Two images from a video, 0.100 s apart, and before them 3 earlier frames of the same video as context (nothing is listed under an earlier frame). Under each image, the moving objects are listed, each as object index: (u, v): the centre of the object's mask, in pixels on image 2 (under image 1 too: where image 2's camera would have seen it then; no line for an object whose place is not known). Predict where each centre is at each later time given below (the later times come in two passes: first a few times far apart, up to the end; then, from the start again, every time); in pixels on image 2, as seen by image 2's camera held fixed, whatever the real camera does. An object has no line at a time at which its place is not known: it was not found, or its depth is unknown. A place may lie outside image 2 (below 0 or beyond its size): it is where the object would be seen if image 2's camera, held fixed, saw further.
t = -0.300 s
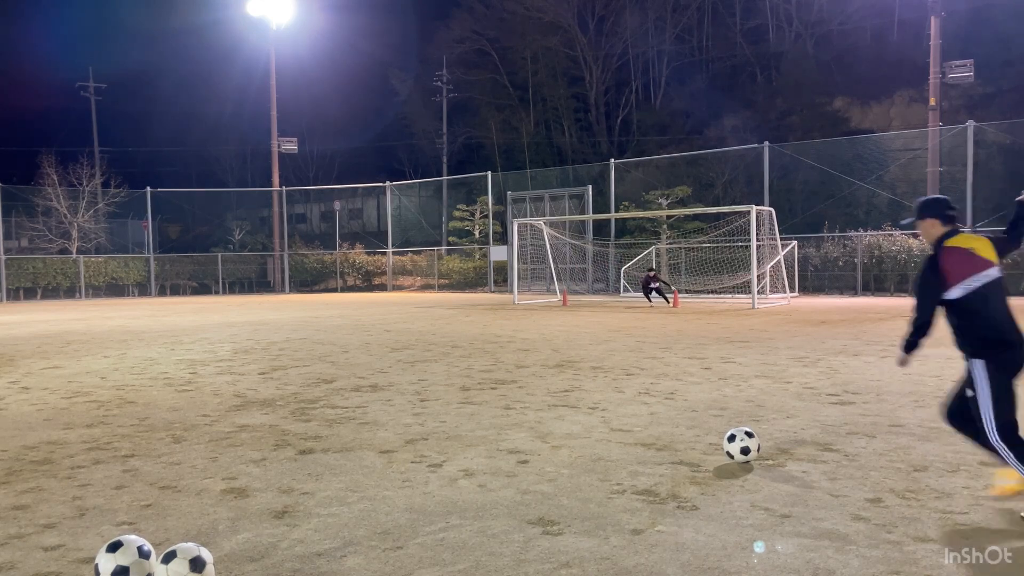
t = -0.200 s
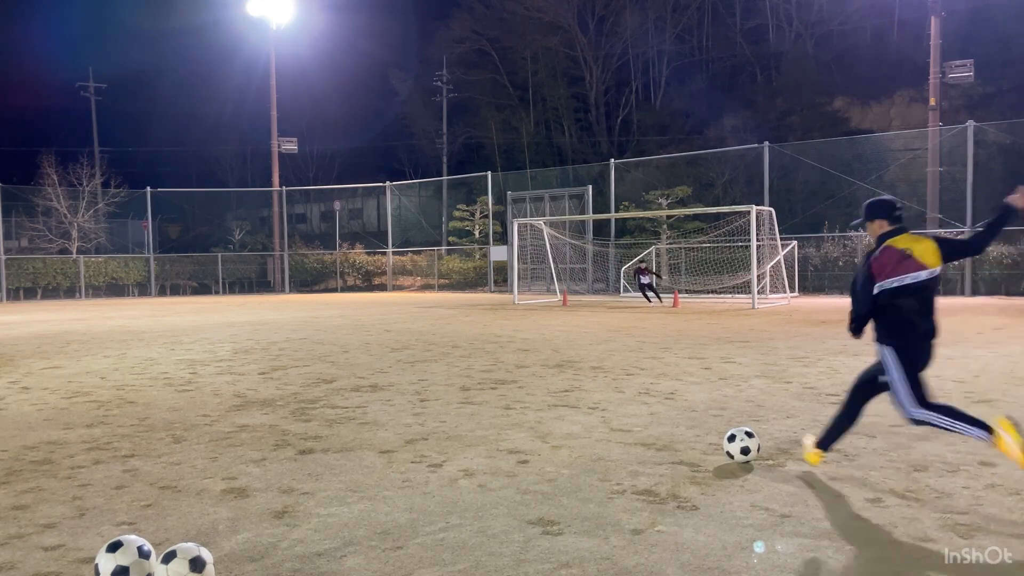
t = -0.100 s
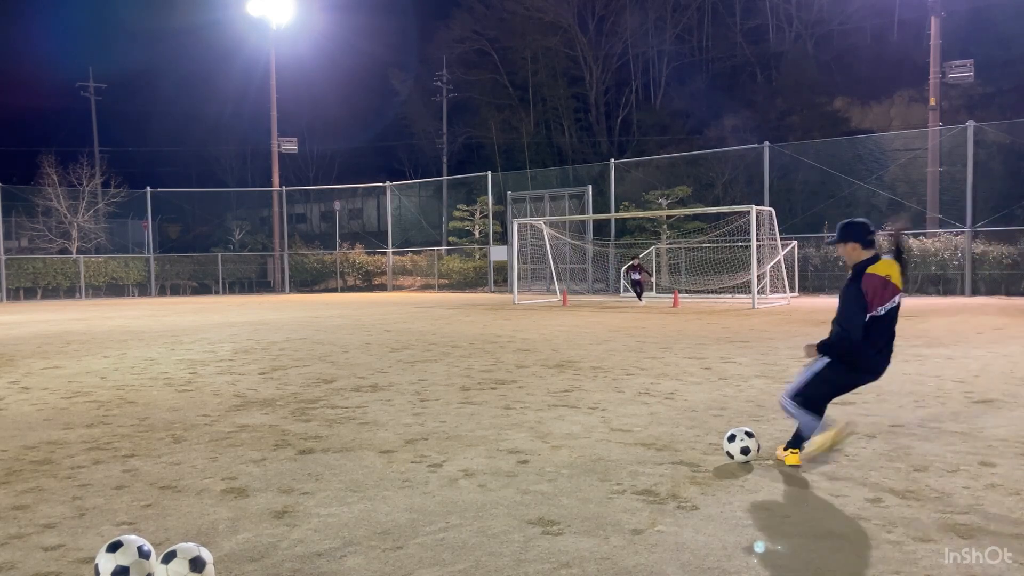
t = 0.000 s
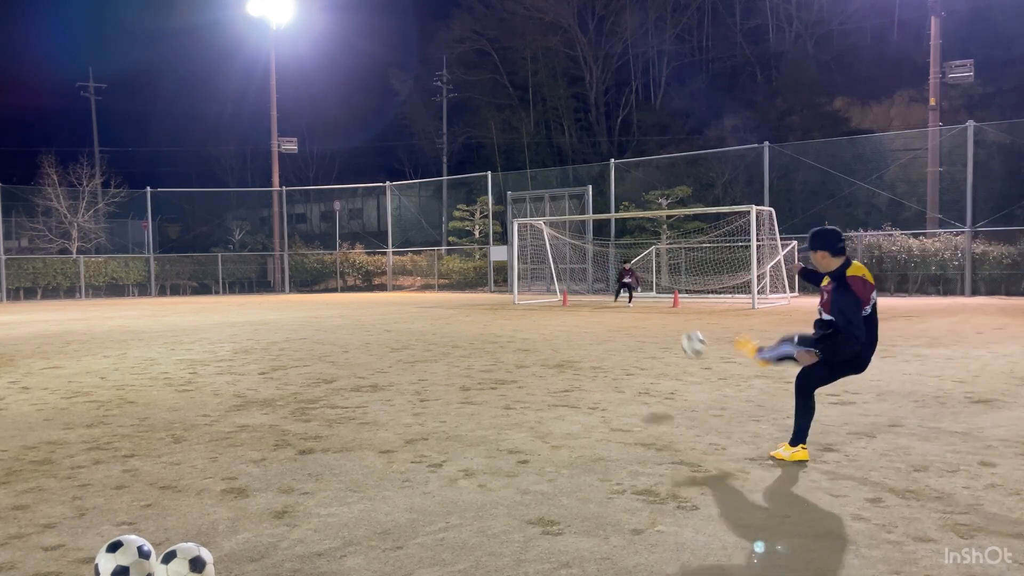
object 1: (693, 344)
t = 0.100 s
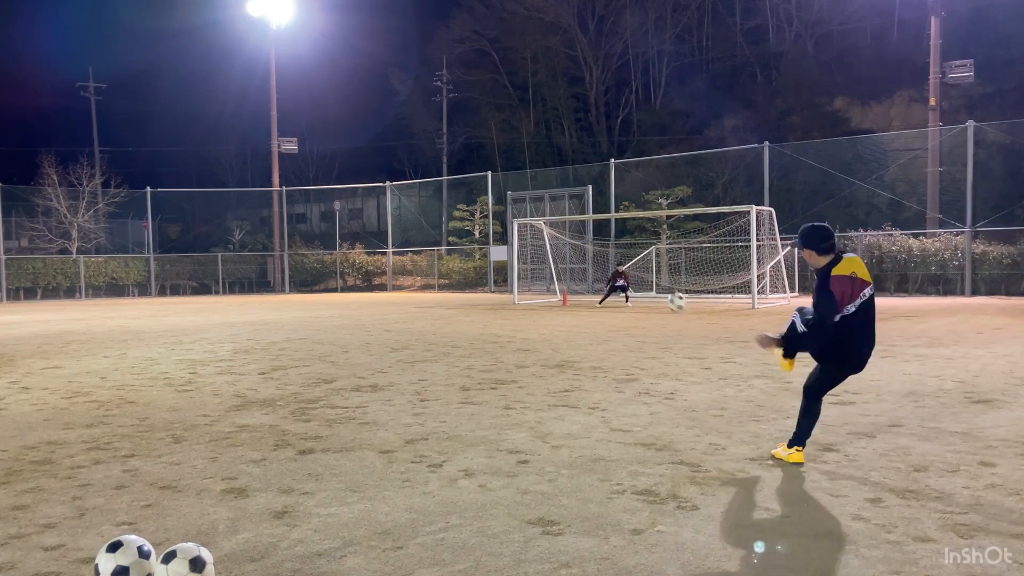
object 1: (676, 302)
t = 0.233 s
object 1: (674, 290)
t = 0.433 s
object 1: (690, 312)
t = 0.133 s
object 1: (674, 293)
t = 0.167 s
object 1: (674, 291)
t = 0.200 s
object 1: (674, 289)
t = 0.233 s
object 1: (674, 290)
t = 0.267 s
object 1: (677, 292)
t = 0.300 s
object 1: (677, 294)
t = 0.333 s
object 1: (683, 299)
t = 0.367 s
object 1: (684, 303)
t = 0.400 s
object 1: (688, 312)
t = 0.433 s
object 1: (690, 312)
